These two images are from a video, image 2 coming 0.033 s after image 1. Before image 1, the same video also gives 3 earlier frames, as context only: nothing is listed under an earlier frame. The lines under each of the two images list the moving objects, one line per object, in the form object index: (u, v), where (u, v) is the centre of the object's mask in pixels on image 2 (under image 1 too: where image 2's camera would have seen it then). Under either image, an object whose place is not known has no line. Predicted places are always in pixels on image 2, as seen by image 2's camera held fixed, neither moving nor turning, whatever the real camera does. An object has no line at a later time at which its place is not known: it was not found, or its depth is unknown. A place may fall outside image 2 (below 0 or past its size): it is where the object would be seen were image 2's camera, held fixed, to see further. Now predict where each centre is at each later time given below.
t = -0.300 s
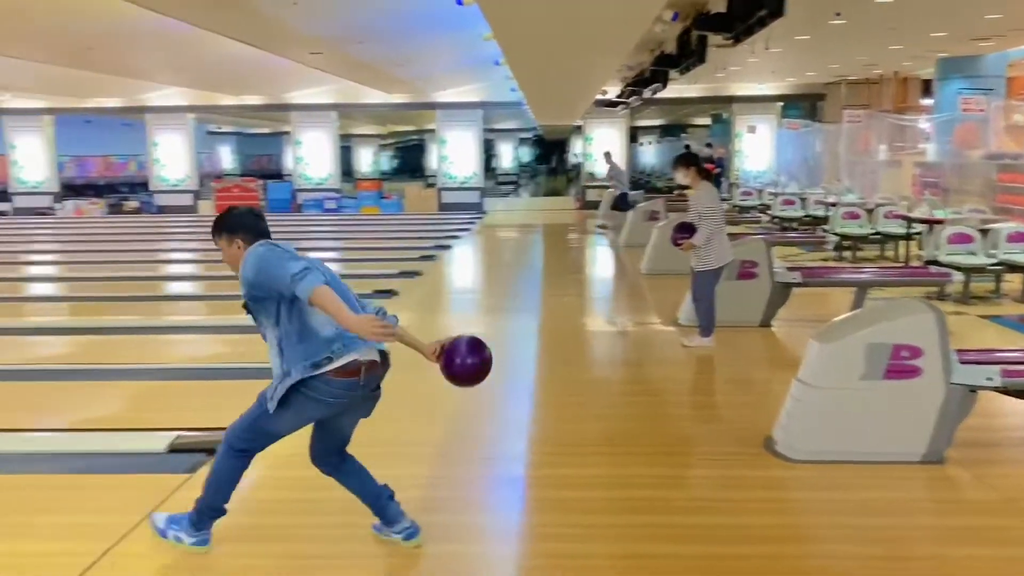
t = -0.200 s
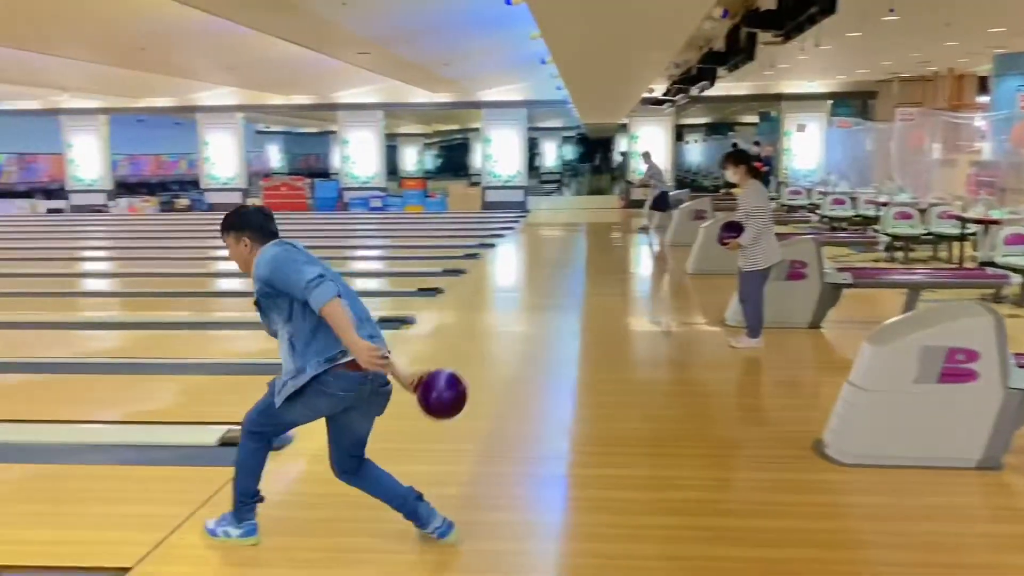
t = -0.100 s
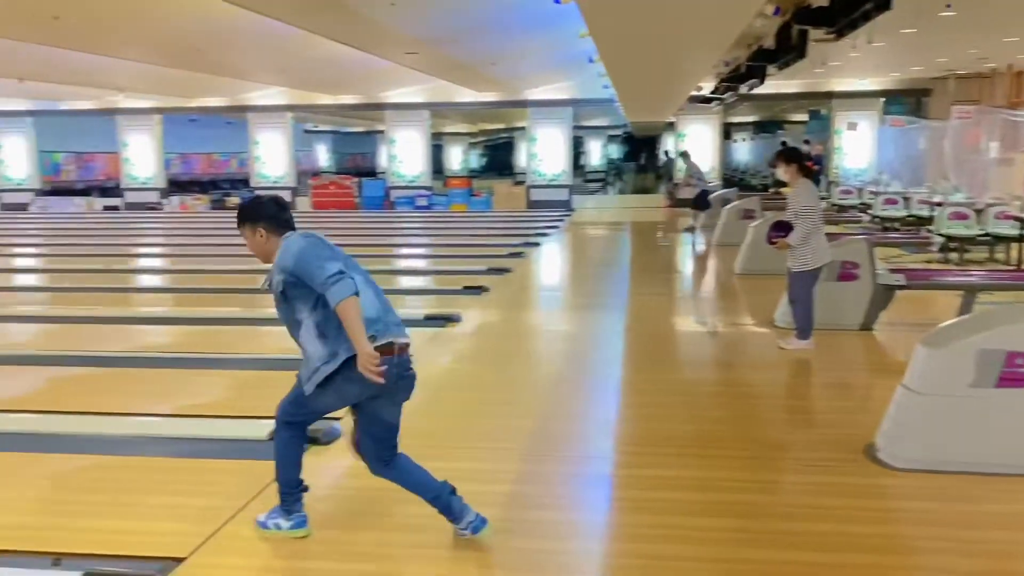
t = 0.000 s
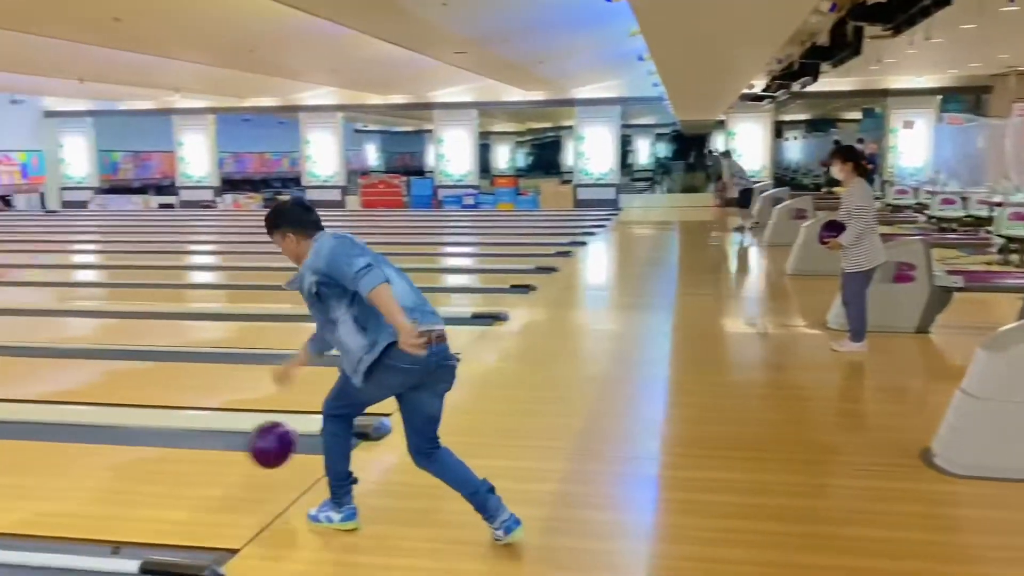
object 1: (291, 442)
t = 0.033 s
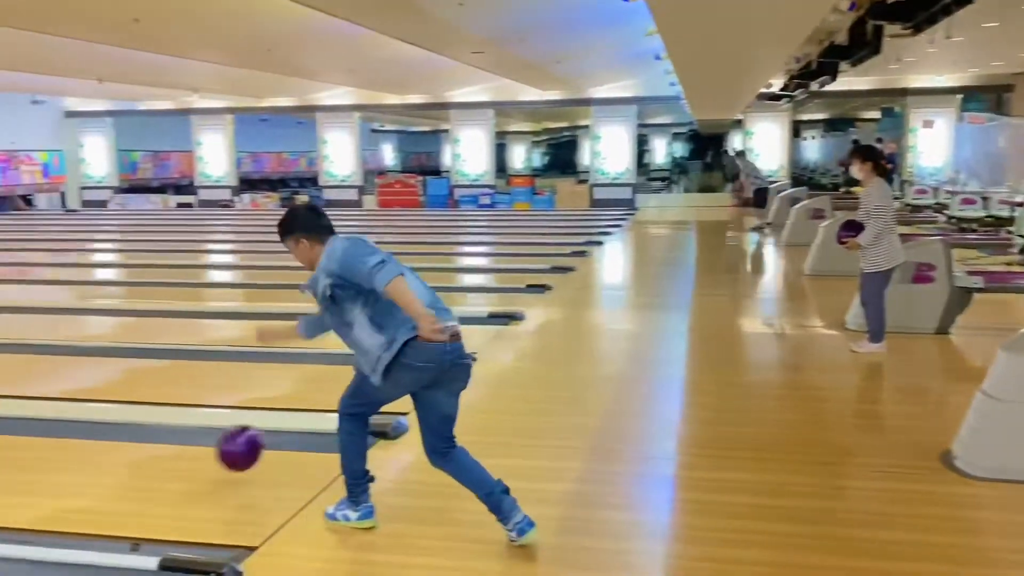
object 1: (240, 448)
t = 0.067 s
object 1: (192, 456)
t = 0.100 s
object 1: (145, 459)
